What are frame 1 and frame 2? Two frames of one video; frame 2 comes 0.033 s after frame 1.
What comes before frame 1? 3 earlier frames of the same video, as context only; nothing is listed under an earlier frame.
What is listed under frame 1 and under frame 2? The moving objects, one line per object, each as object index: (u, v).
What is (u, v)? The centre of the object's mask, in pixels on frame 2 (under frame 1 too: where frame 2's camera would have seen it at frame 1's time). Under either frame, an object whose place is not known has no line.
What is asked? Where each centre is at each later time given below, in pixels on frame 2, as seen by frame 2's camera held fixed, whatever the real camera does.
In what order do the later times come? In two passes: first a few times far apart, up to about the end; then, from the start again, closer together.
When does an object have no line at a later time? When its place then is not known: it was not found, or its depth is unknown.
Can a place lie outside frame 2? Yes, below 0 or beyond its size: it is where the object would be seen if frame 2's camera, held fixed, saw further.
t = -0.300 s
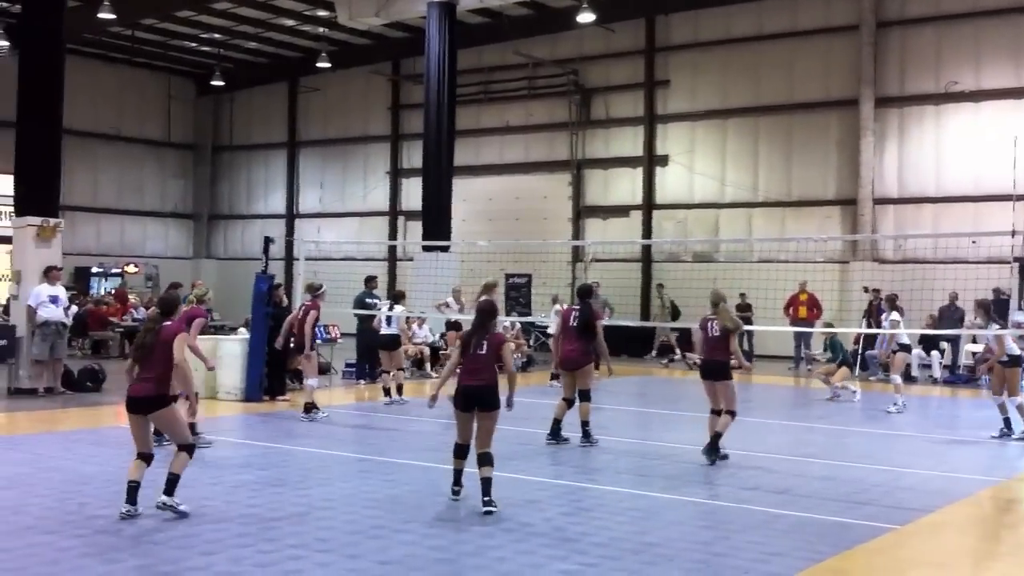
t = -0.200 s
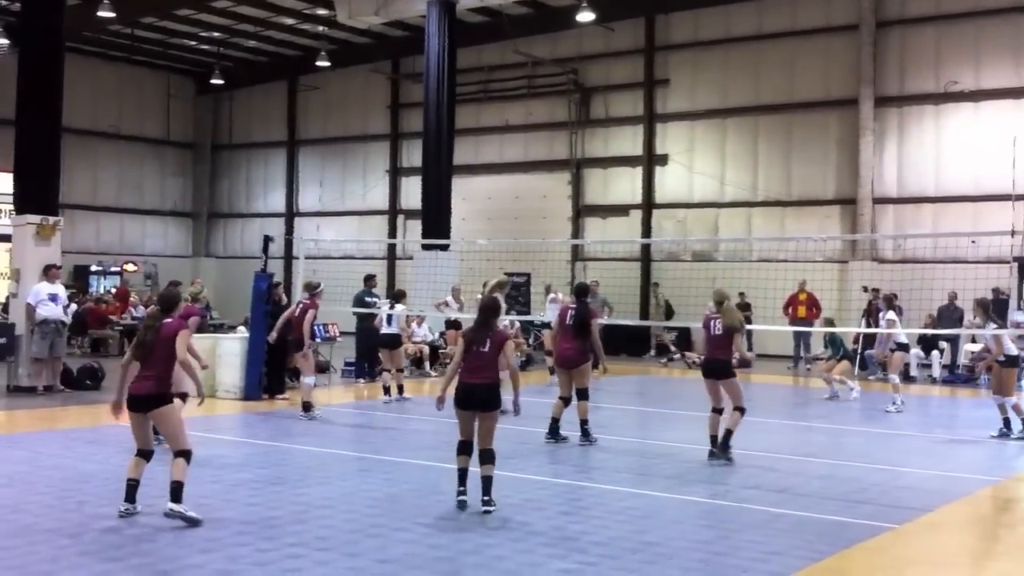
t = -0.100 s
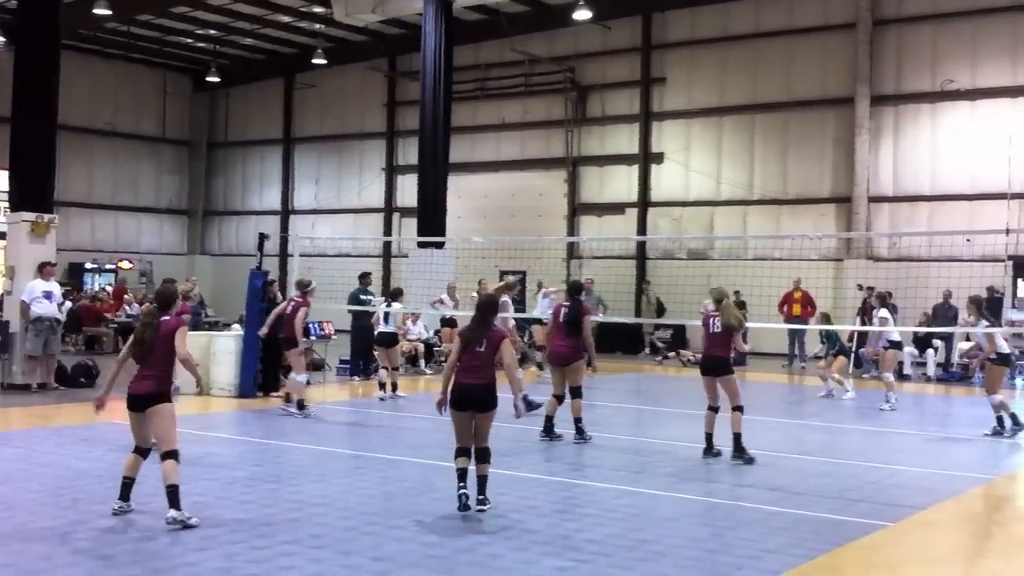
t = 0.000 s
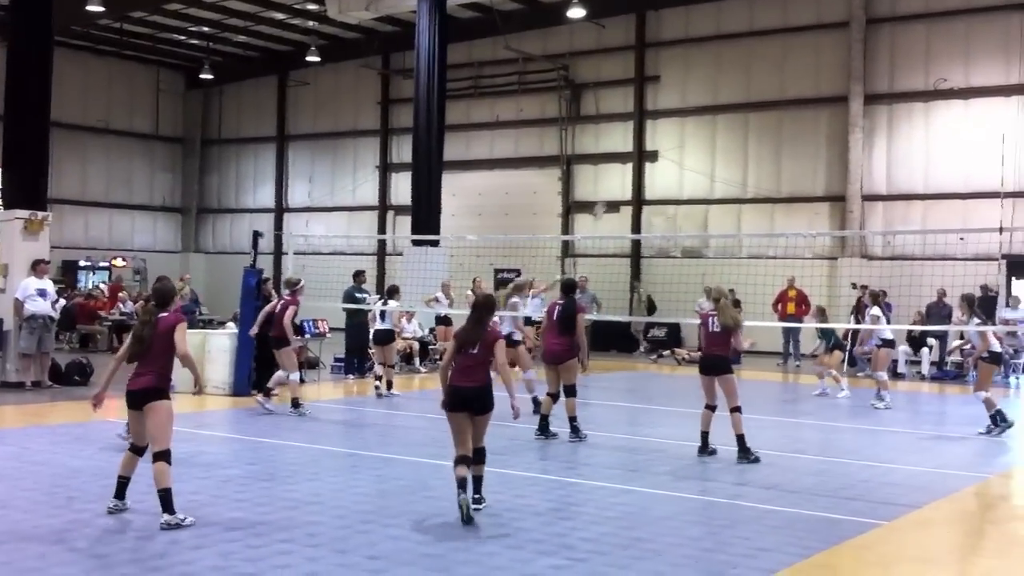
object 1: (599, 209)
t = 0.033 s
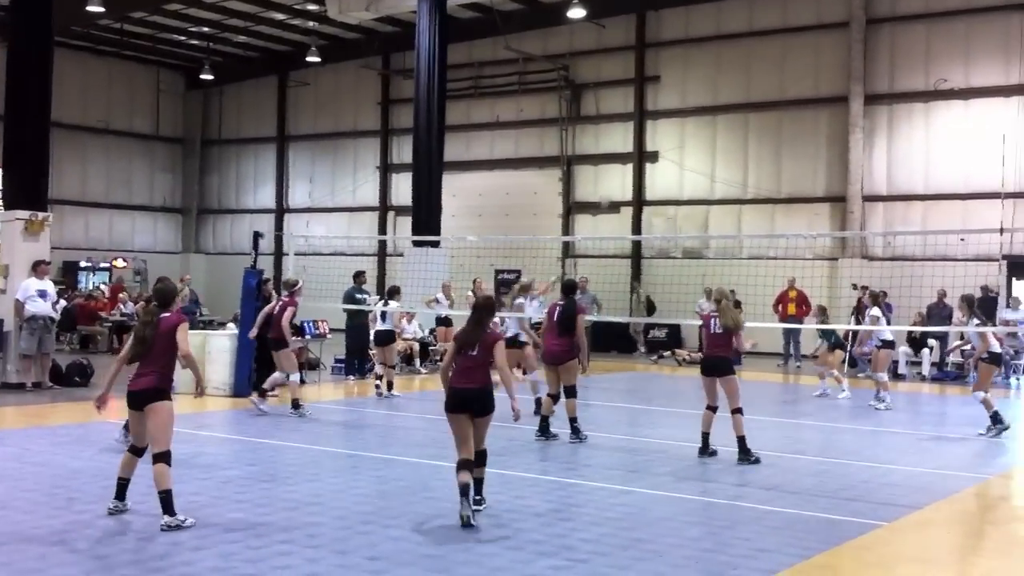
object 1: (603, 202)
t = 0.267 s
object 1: (645, 129)
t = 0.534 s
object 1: (694, 84)
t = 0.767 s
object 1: (739, 83)
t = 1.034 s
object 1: (792, 127)
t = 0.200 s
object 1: (635, 145)
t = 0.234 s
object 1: (639, 136)
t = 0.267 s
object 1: (645, 129)
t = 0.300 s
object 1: (651, 119)
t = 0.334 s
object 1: (657, 113)
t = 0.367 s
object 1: (662, 106)
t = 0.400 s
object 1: (669, 101)
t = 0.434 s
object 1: (675, 95)
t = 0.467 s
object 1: (682, 91)
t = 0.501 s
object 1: (688, 87)
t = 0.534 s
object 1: (694, 84)
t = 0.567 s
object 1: (700, 82)
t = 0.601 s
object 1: (706, 80)
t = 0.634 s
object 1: (712, 79)
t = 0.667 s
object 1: (719, 79)
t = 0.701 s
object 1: (726, 79)
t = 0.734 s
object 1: (732, 80)
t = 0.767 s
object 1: (739, 83)
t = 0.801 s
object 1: (745, 85)
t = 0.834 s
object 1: (751, 88)
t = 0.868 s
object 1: (758, 93)
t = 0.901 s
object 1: (765, 99)
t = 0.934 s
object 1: (772, 105)
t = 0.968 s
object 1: (779, 110)
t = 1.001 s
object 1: (785, 118)
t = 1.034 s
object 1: (792, 127)
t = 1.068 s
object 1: (799, 136)
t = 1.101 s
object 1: (806, 147)
